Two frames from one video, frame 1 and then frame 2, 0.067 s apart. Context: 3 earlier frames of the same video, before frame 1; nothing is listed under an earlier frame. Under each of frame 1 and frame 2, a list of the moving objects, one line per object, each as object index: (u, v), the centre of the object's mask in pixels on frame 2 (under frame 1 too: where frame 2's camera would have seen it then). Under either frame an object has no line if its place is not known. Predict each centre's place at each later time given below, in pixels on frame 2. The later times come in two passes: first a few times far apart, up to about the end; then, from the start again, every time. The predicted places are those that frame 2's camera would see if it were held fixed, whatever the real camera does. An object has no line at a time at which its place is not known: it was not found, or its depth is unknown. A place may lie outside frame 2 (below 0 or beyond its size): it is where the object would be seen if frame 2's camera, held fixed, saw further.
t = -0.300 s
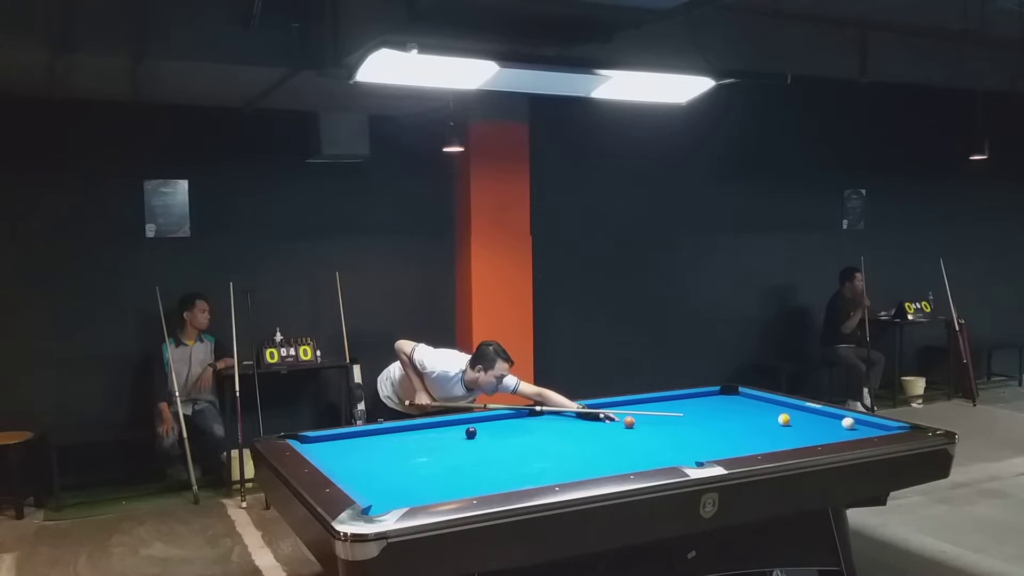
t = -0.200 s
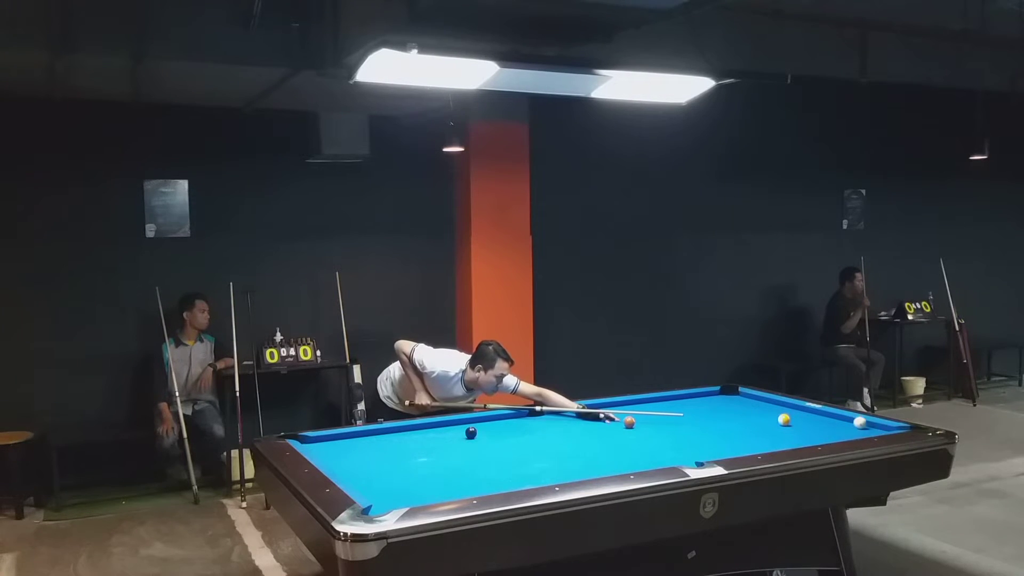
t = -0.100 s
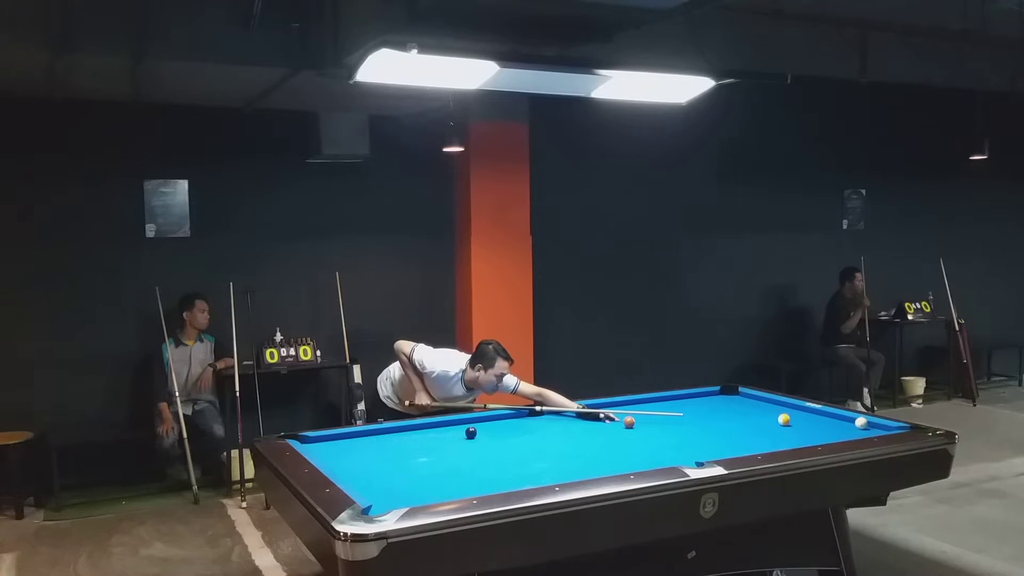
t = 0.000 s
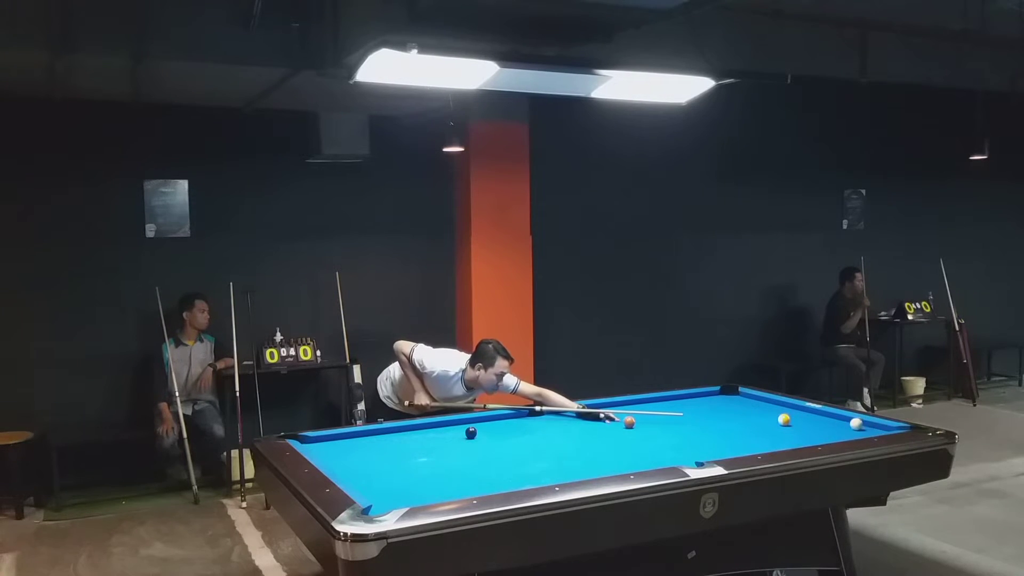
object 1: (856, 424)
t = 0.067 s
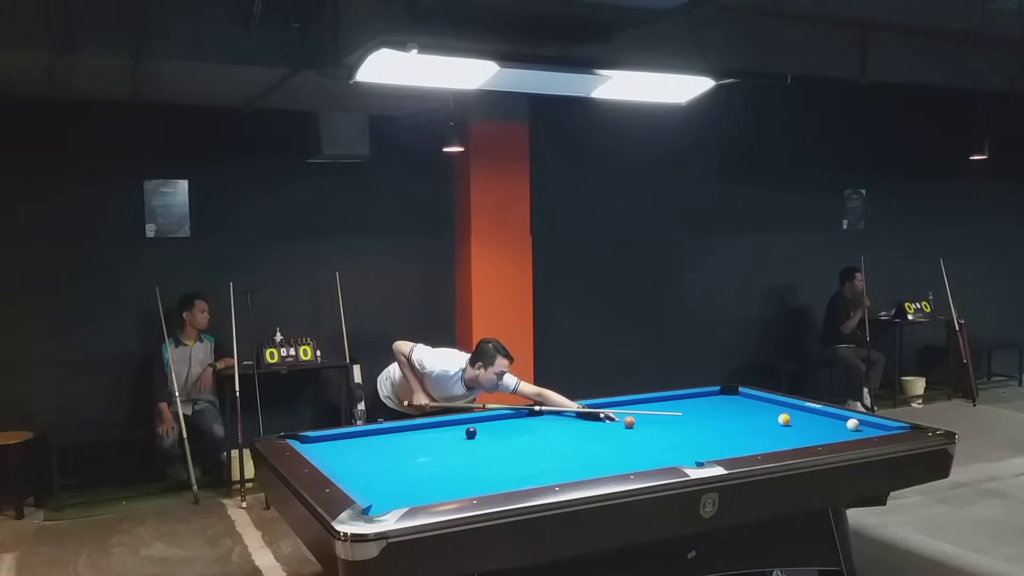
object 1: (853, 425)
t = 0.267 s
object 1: (843, 427)
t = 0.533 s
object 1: (830, 429)
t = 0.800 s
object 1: (818, 431)
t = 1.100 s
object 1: (805, 433)
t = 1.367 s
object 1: (794, 435)
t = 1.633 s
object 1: (784, 437)
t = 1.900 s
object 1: (775, 438)
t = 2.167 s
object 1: (766, 440)
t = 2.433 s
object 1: (759, 441)
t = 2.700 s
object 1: (752, 442)
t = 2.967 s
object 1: (747, 443)
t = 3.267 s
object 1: (742, 444)
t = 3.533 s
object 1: (738, 444)
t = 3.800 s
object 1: (735, 444)
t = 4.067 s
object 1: (733, 445)
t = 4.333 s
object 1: (733, 445)
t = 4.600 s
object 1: (733, 445)
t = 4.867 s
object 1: (733, 445)
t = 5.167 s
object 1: (733, 445)
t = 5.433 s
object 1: (733, 445)
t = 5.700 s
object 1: (733, 445)
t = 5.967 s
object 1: (733, 445)
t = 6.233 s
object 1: (733, 445)
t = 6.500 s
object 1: (733, 445)
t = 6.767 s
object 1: (733, 445)
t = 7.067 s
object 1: (733, 445)
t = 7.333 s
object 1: (733, 445)
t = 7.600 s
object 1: (733, 445)
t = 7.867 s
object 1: (733, 445)
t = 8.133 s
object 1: (733, 445)
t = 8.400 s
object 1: (733, 445)
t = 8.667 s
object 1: (733, 445)
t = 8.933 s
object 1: (733, 445)
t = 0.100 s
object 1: (851, 425)
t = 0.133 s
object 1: (849, 426)
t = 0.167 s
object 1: (848, 426)
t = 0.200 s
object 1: (846, 426)
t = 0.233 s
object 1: (845, 426)
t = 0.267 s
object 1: (843, 427)
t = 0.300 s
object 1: (841, 427)
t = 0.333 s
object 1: (839, 427)
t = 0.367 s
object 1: (838, 427)
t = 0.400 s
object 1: (836, 428)
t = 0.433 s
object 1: (835, 428)
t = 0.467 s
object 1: (833, 428)
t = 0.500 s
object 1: (831, 429)
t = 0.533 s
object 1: (830, 429)
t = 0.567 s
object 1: (829, 429)
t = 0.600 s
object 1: (827, 429)
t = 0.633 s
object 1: (825, 429)
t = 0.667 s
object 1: (824, 430)
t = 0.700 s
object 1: (822, 430)
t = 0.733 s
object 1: (821, 430)
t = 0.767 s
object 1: (819, 431)
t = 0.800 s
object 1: (818, 431)
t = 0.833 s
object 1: (816, 431)
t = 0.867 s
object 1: (815, 432)
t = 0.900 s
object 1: (813, 432)
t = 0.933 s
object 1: (812, 432)
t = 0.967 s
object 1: (810, 432)
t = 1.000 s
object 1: (809, 433)
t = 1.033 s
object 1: (808, 433)
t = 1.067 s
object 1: (806, 433)
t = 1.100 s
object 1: (805, 433)
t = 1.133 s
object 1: (803, 434)
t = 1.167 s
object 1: (802, 434)
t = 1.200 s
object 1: (800, 434)
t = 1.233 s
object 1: (799, 434)
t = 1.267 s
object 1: (798, 435)
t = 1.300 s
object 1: (797, 435)
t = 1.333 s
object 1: (795, 435)
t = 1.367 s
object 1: (794, 435)
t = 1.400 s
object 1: (793, 435)
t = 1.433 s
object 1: (791, 436)
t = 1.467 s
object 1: (790, 436)
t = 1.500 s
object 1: (789, 436)
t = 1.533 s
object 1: (788, 436)
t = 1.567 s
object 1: (786, 436)
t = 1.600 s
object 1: (785, 437)
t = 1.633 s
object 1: (784, 437)
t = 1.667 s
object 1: (783, 437)
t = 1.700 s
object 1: (782, 437)
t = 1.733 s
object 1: (780, 437)
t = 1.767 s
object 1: (779, 438)
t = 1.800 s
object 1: (778, 438)
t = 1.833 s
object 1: (777, 438)
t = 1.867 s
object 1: (776, 438)
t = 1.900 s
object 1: (775, 438)
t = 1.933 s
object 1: (774, 439)
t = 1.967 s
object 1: (772, 439)
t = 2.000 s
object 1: (771, 439)
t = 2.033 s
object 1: (770, 439)
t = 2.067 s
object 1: (769, 439)
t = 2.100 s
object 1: (768, 439)
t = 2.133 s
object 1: (767, 439)
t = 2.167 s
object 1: (766, 440)
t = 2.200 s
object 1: (765, 440)
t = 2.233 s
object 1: (764, 440)
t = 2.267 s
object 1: (763, 440)
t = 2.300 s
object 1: (762, 440)
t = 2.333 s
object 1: (761, 440)
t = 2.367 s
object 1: (760, 441)
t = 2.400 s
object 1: (759, 441)
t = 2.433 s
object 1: (759, 441)
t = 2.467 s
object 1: (758, 441)
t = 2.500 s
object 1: (757, 441)
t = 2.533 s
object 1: (756, 441)
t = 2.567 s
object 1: (755, 441)
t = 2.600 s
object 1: (755, 442)
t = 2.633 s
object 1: (754, 442)
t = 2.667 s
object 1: (753, 442)
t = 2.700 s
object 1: (752, 442)
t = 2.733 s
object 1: (751, 442)
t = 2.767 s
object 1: (751, 442)
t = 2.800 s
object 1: (750, 442)
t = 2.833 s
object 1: (749, 442)
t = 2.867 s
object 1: (749, 442)
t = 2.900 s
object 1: (748, 443)
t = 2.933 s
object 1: (747, 443)
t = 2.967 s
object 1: (747, 443)
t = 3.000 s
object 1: (746, 443)
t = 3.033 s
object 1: (745, 443)
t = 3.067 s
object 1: (745, 443)
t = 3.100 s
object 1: (744, 443)
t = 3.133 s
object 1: (744, 443)
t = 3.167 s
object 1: (743, 443)
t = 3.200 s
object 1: (743, 444)
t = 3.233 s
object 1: (742, 444)
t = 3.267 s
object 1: (742, 444)
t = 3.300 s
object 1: (741, 444)
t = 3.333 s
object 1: (741, 444)
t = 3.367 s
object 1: (740, 444)
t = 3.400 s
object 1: (740, 444)
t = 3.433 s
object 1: (740, 444)
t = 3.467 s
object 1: (739, 444)
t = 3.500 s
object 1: (739, 444)
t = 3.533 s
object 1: (738, 444)
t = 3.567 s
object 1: (738, 444)
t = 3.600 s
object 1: (738, 444)
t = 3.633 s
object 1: (737, 444)
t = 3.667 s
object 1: (737, 444)
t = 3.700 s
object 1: (736, 444)
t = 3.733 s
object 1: (736, 444)
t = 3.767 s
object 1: (736, 444)
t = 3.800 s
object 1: (735, 444)
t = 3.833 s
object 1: (735, 444)
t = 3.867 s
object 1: (735, 444)
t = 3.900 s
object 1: (735, 445)
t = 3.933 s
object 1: (734, 445)
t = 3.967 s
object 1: (734, 445)
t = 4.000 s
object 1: (734, 445)
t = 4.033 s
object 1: (734, 445)
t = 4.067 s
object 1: (733, 445)
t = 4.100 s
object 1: (733, 445)
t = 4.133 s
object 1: (733, 445)
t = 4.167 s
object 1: (733, 445)
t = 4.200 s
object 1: (733, 445)
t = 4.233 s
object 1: (733, 445)
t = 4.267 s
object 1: (733, 445)
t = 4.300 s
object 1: (733, 445)
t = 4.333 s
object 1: (733, 445)
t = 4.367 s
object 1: (733, 445)
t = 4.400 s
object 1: (733, 445)
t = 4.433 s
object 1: (733, 445)
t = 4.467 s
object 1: (733, 445)
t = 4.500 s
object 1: (733, 445)
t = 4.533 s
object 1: (733, 445)
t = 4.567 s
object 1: (733, 445)
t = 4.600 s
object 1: (733, 445)
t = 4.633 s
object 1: (733, 445)
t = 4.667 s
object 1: (733, 445)
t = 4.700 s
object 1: (733, 445)
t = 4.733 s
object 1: (733, 445)
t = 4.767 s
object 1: (733, 445)
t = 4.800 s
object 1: (733, 445)
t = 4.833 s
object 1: (733, 445)
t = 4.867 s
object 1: (733, 445)
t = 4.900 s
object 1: (733, 445)
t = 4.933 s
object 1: (733, 445)
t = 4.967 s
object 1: (733, 445)
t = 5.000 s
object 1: (733, 445)
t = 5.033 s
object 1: (733, 445)
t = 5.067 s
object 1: (733, 445)
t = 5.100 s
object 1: (733, 445)
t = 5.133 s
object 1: (733, 445)
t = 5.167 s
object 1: (733, 445)
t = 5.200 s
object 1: (733, 445)
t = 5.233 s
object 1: (733, 445)
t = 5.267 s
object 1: (733, 445)
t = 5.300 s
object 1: (733, 445)
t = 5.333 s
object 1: (733, 445)
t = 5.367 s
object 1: (733, 445)
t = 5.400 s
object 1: (733, 445)
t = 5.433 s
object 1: (733, 445)
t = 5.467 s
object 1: (733, 445)
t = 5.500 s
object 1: (733, 445)
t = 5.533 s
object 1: (733, 445)
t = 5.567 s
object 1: (733, 445)
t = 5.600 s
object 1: (733, 445)
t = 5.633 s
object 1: (733, 445)
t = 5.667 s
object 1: (733, 445)
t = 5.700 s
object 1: (733, 445)
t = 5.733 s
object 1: (733, 445)
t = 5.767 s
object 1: (733, 445)
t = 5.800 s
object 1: (733, 445)
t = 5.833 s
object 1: (733, 445)
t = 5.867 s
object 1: (733, 445)
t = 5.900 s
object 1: (733, 445)
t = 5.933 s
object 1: (733, 445)
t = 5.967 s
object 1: (733, 445)
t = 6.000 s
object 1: (733, 445)
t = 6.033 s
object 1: (733, 445)
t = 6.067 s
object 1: (733, 445)
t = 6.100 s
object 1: (733, 445)
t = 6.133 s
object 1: (733, 445)
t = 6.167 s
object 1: (733, 445)
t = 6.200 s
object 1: (733, 445)
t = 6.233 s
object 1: (733, 445)
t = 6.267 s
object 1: (733, 445)
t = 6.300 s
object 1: (733, 445)
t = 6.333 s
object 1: (733, 445)
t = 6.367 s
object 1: (733, 445)
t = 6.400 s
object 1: (733, 445)
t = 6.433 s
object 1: (733, 445)
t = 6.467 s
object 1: (733, 445)
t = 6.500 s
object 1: (733, 445)
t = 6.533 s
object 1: (733, 445)
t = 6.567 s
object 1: (733, 445)
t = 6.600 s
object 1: (733, 445)
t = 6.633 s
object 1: (733, 445)
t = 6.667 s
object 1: (733, 445)
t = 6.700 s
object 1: (733, 445)
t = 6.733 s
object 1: (733, 445)
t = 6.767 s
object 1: (733, 445)
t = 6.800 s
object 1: (733, 445)
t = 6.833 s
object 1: (733, 445)
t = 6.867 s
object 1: (733, 445)
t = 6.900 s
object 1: (733, 445)
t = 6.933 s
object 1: (733, 445)
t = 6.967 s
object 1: (733, 445)
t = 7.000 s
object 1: (733, 445)
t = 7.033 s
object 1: (733, 445)
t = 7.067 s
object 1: (733, 445)
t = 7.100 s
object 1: (733, 445)
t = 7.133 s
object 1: (733, 445)
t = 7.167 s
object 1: (733, 445)
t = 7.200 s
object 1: (733, 445)
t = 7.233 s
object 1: (733, 445)
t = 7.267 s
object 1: (733, 445)
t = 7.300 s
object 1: (733, 445)
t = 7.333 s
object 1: (733, 445)
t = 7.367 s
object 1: (733, 445)
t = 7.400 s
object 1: (733, 445)
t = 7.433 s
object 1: (733, 445)
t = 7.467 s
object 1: (733, 445)
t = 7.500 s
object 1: (733, 445)
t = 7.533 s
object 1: (733, 445)
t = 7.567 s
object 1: (733, 445)
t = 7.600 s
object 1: (733, 445)
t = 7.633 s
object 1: (733, 445)
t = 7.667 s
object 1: (733, 445)
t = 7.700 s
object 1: (733, 445)
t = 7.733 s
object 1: (733, 445)
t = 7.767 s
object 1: (733, 445)
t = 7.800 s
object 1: (733, 445)
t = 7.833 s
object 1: (733, 445)
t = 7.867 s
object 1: (733, 445)
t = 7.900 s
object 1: (733, 445)
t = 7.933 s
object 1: (733, 445)
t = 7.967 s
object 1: (733, 445)
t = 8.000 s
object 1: (733, 445)
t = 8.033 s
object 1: (733, 445)
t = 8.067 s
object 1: (733, 445)
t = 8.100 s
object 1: (733, 445)
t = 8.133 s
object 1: (733, 445)
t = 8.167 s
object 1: (733, 445)
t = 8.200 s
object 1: (733, 445)
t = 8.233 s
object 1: (733, 445)
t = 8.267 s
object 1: (733, 445)
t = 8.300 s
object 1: (733, 445)
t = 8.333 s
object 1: (733, 445)
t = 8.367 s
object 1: (733, 445)
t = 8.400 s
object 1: (733, 445)
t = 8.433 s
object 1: (733, 445)
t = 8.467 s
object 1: (733, 445)
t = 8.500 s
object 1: (733, 445)
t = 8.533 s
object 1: (733, 445)
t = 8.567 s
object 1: (733, 445)
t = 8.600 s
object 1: (733, 445)
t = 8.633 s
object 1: (733, 445)
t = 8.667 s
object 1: (733, 445)
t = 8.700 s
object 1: (733, 445)
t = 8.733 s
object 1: (733, 445)
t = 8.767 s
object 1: (733, 445)
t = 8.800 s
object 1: (733, 445)
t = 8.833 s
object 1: (733, 445)
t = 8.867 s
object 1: (733, 445)
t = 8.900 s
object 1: (733, 445)
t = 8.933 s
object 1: (733, 445)
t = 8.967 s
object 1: (733, 445)
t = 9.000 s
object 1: (733, 445)
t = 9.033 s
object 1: (733, 445)
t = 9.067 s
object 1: (733, 445)
